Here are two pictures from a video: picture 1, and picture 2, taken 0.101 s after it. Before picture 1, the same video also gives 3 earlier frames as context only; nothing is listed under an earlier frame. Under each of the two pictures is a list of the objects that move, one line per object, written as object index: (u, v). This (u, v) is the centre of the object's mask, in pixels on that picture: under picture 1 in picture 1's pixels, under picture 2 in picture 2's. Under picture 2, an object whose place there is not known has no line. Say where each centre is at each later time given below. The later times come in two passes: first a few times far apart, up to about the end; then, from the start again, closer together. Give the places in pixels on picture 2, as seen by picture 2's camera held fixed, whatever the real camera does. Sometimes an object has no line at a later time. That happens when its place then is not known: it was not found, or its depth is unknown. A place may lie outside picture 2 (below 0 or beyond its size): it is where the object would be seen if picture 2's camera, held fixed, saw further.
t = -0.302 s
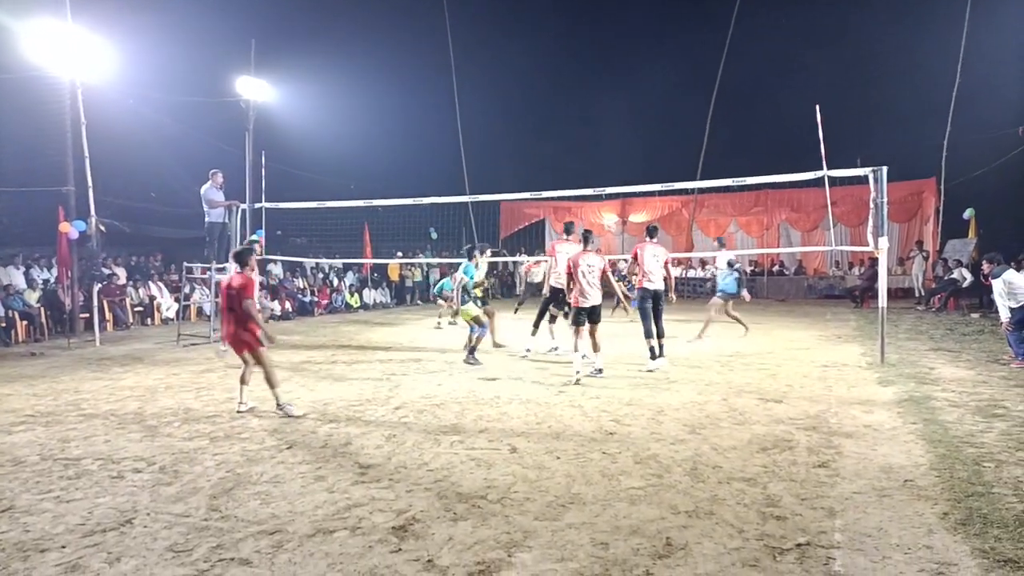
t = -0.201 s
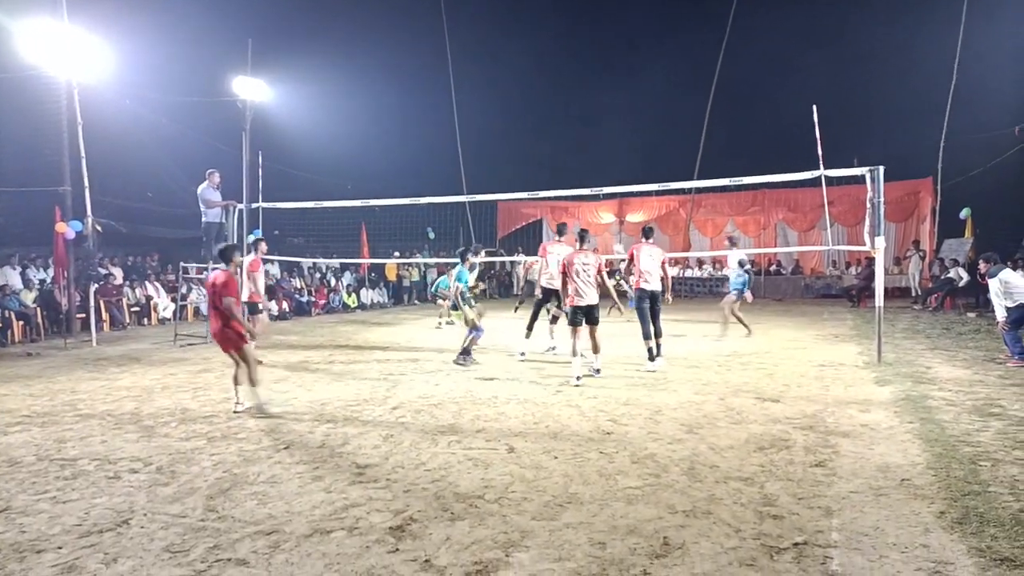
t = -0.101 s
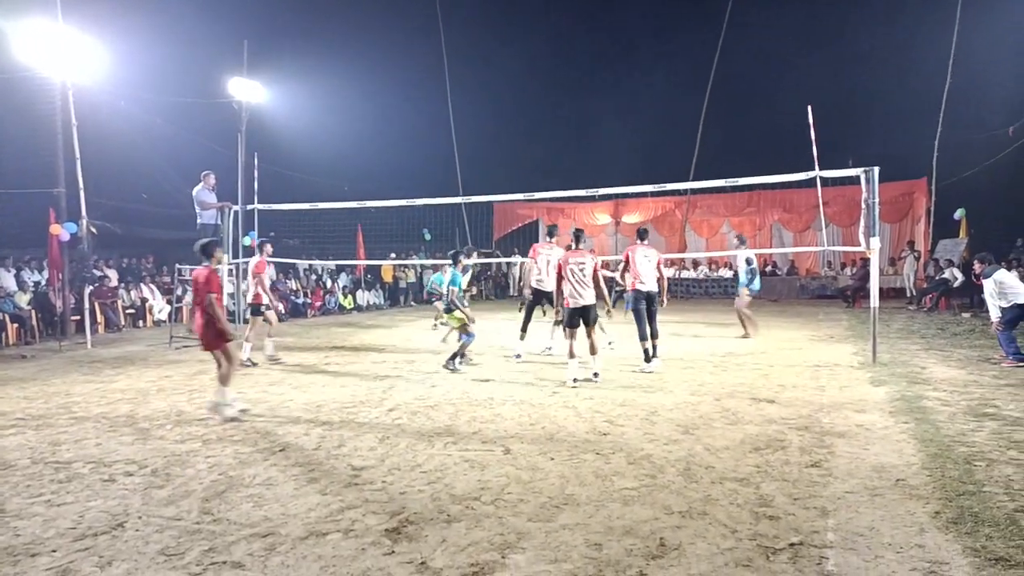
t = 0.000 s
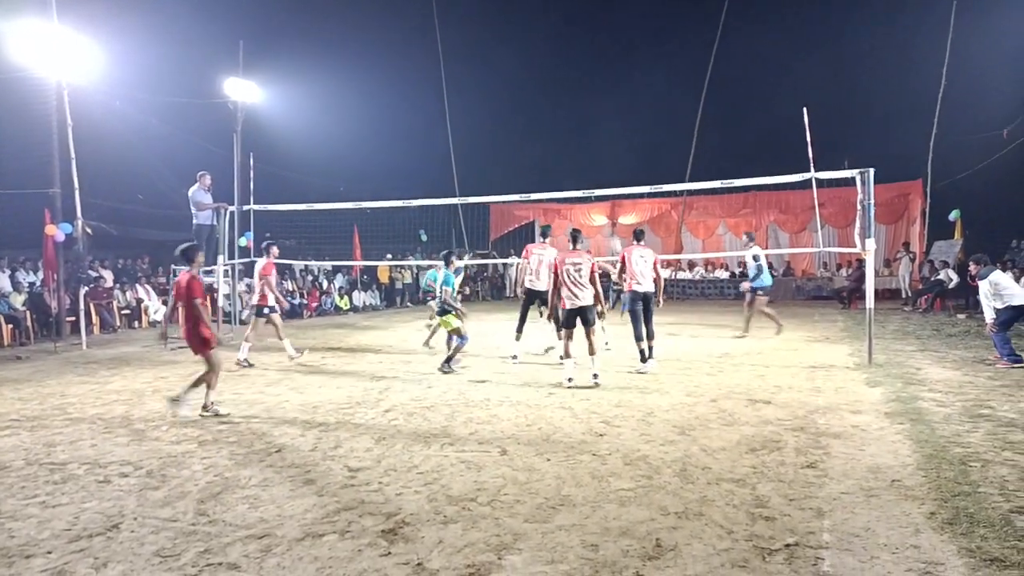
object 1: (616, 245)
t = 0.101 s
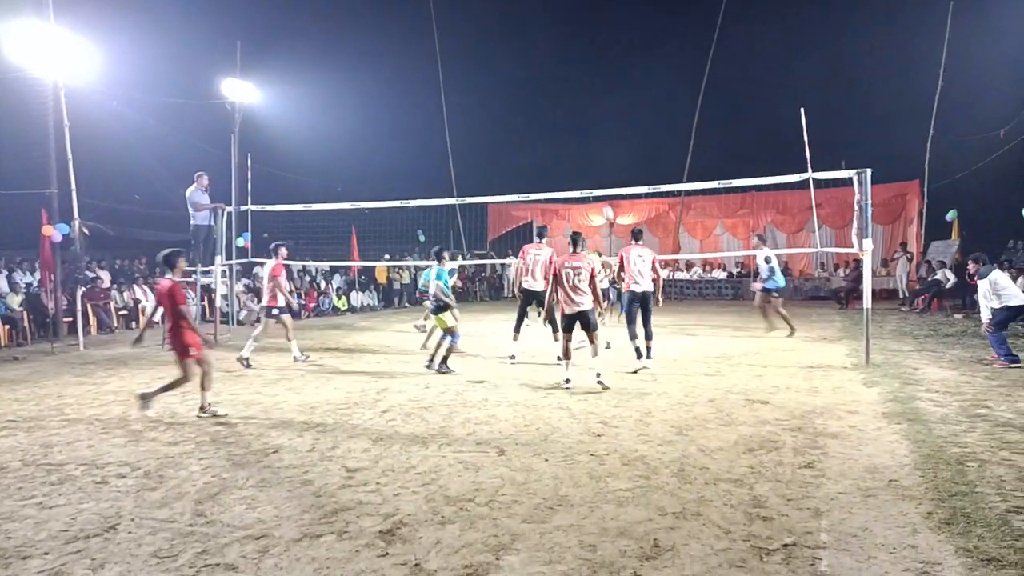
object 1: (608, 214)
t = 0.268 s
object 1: (598, 168)
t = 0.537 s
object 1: (583, 122)
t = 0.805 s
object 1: (568, 109)
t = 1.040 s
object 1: (554, 129)
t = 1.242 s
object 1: (543, 170)
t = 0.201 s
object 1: (602, 183)
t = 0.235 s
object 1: (600, 176)
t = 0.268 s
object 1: (598, 168)
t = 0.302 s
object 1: (596, 161)
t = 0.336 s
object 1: (594, 153)
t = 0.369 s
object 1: (592, 146)
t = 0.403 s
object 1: (591, 140)
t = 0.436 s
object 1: (589, 135)
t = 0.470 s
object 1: (587, 130)
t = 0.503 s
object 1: (585, 126)
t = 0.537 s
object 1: (583, 122)
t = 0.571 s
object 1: (581, 118)
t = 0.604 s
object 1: (579, 115)
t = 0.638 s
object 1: (577, 113)
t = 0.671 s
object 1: (575, 111)
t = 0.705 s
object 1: (573, 110)
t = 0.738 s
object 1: (571, 109)
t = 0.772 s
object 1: (570, 109)
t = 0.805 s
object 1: (568, 109)
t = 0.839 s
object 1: (566, 110)
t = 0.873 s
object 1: (564, 112)
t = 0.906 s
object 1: (562, 114)
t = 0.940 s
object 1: (560, 117)
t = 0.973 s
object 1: (558, 121)
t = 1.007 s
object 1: (556, 125)
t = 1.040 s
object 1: (554, 129)
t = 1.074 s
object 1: (552, 134)
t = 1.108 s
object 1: (550, 140)
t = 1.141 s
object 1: (549, 147)
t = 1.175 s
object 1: (547, 154)
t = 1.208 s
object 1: (545, 162)
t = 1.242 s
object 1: (543, 170)
